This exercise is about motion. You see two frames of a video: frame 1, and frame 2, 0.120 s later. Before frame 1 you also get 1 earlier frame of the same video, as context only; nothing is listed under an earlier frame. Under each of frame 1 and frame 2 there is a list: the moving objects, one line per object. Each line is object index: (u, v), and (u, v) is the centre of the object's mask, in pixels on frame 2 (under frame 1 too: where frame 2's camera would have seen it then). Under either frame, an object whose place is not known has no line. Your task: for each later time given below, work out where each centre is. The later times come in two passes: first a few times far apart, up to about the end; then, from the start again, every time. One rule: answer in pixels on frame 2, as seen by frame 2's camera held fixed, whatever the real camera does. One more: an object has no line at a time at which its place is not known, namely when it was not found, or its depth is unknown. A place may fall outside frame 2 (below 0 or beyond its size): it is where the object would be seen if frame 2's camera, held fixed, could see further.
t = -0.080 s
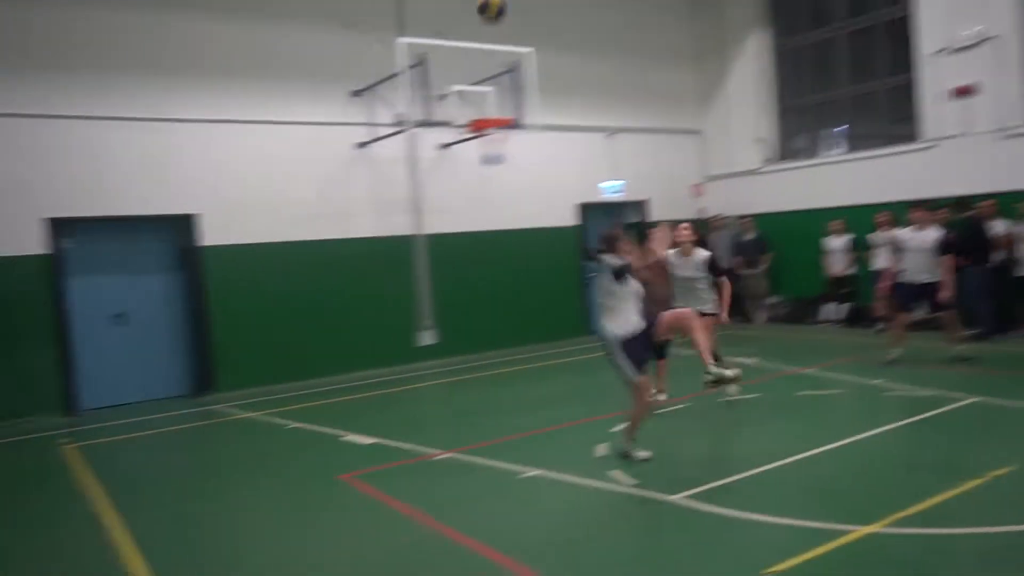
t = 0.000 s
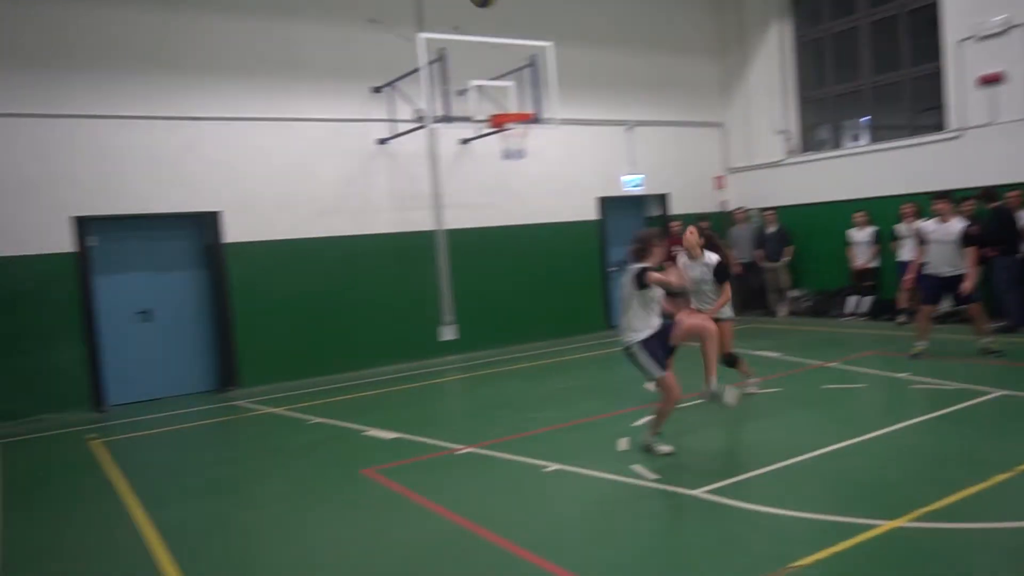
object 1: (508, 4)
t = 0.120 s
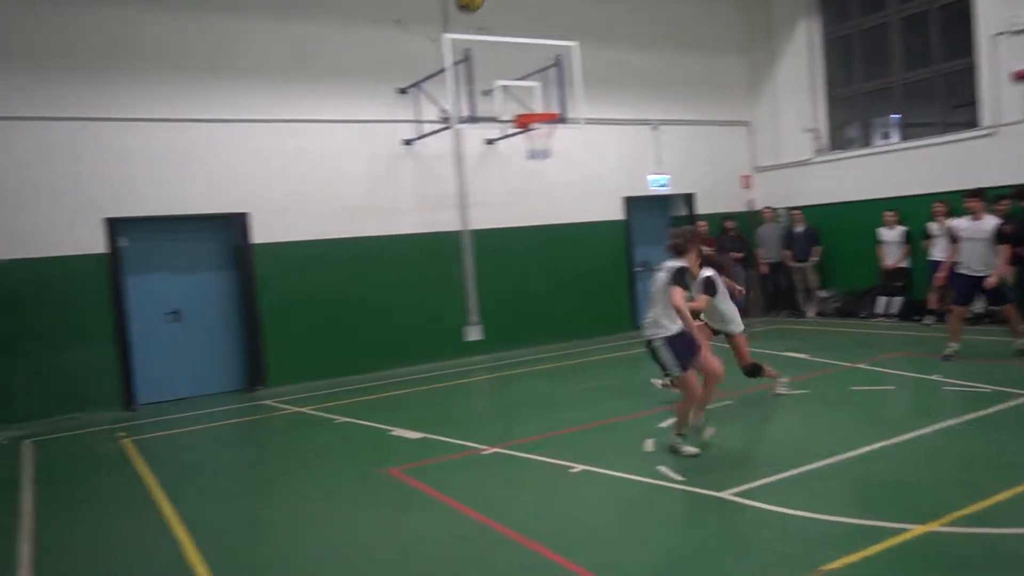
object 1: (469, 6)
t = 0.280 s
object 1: (421, 36)
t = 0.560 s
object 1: (348, 185)
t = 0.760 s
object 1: (310, 345)
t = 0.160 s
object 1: (457, 8)
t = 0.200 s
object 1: (444, 14)
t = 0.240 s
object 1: (433, 23)
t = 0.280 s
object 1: (421, 36)
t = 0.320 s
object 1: (410, 51)
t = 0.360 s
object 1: (398, 68)
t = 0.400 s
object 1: (387, 87)
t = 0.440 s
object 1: (377, 108)
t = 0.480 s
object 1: (366, 133)
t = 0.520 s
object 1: (357, 158)
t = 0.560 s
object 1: (348, 185)
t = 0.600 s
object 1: (339, 215)
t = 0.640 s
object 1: (330, 245)
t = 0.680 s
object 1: (323, 276)
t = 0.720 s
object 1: (317, 311)
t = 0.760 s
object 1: (310, 345)
